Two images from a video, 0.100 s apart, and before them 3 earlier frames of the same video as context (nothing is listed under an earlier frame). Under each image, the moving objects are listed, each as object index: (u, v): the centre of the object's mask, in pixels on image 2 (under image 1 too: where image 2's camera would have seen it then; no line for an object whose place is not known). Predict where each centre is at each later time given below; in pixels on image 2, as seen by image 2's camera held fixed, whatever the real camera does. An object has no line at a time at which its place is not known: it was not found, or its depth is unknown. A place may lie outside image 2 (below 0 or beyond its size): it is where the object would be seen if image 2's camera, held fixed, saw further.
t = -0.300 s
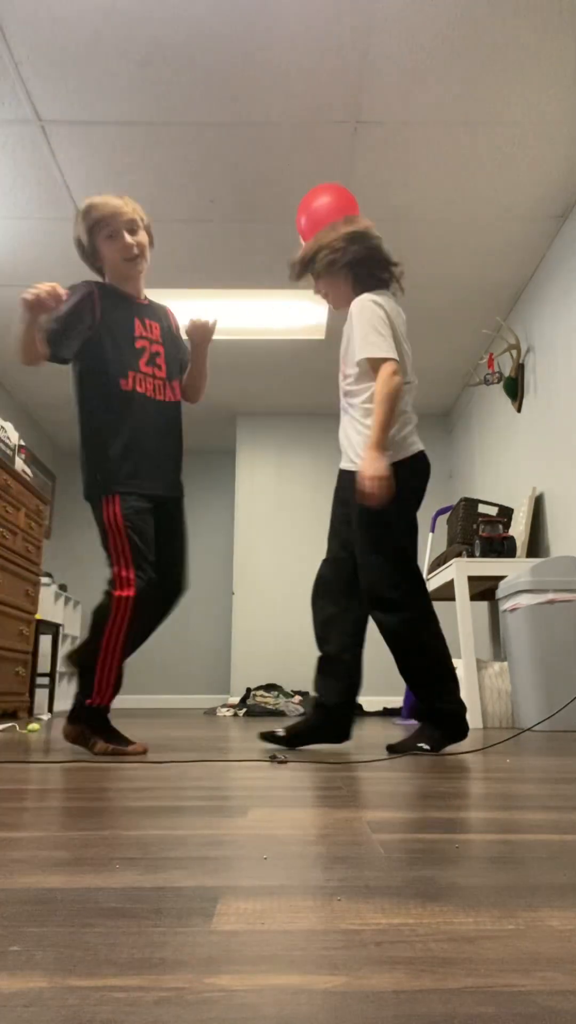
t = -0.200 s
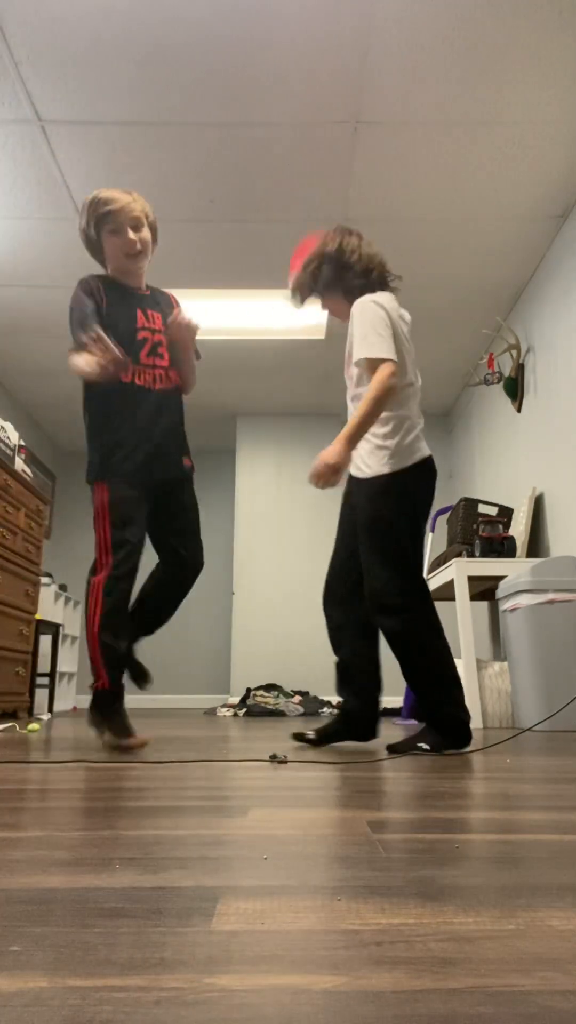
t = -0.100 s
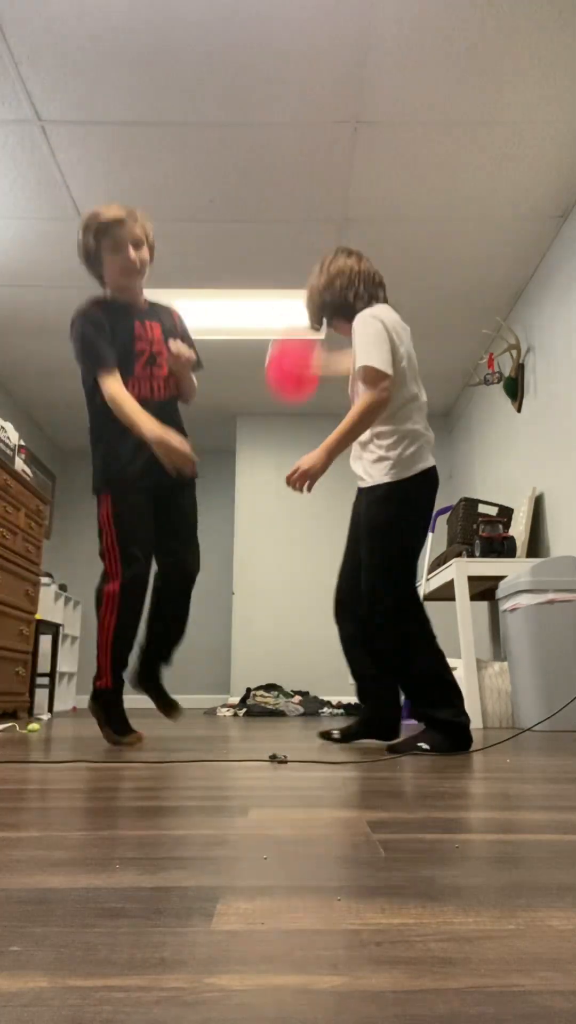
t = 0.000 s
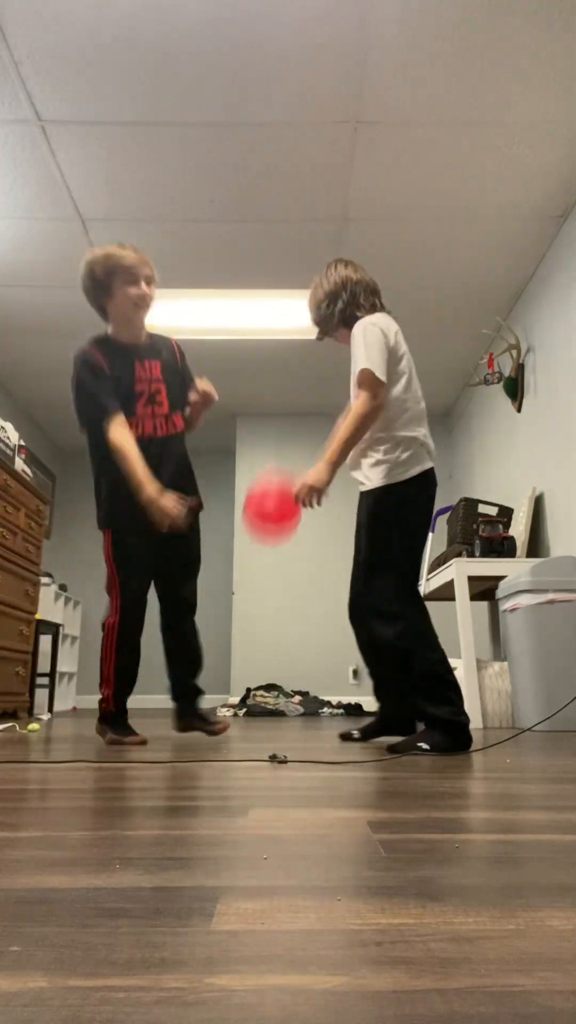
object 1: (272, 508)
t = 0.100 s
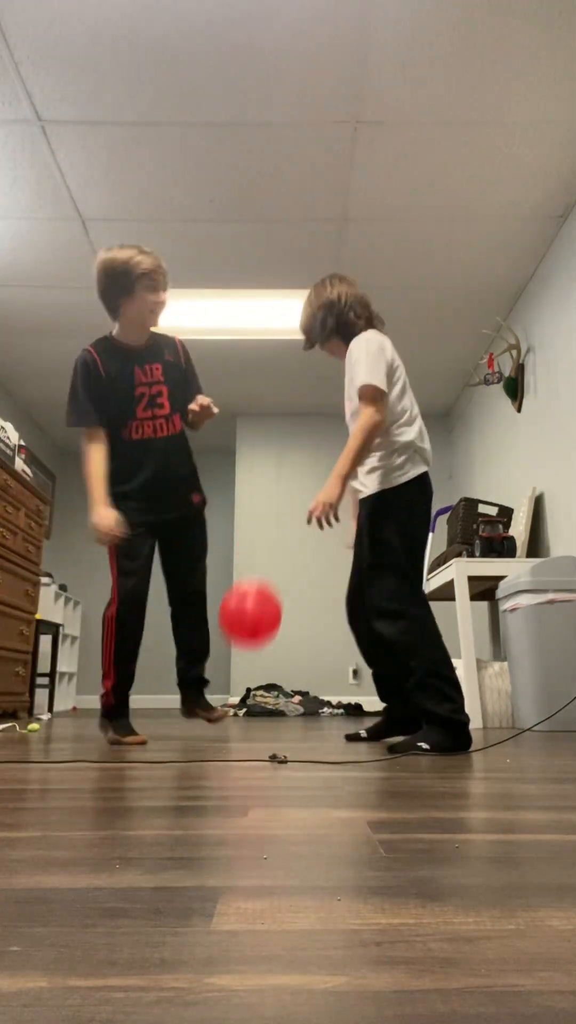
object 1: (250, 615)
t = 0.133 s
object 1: (245, 638)
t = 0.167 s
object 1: (239, 658)
